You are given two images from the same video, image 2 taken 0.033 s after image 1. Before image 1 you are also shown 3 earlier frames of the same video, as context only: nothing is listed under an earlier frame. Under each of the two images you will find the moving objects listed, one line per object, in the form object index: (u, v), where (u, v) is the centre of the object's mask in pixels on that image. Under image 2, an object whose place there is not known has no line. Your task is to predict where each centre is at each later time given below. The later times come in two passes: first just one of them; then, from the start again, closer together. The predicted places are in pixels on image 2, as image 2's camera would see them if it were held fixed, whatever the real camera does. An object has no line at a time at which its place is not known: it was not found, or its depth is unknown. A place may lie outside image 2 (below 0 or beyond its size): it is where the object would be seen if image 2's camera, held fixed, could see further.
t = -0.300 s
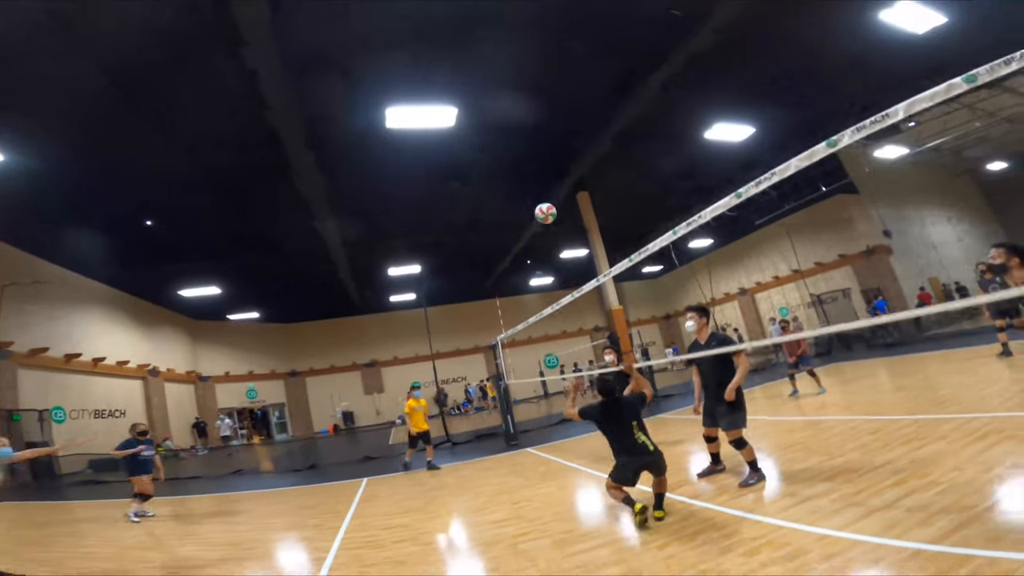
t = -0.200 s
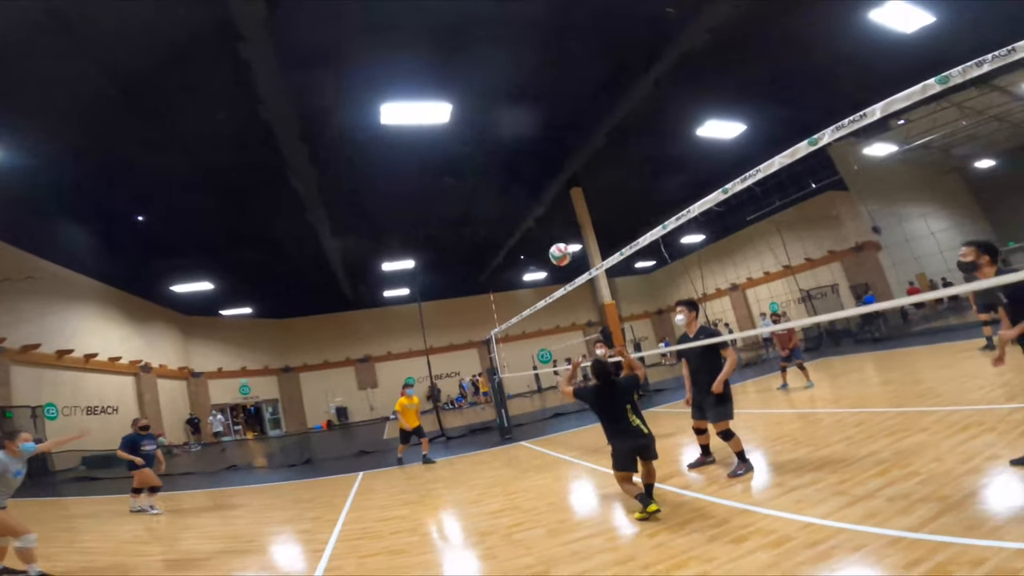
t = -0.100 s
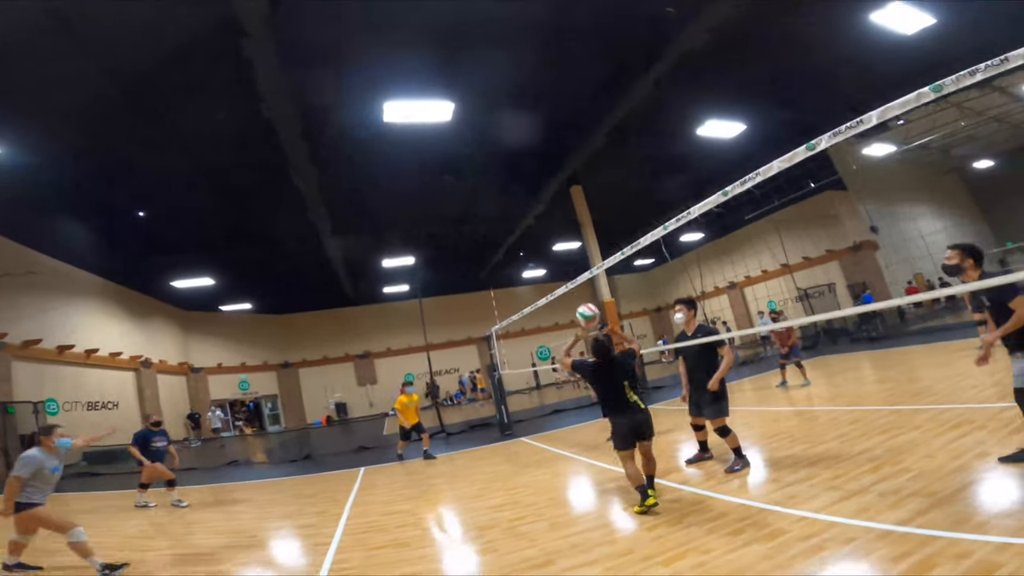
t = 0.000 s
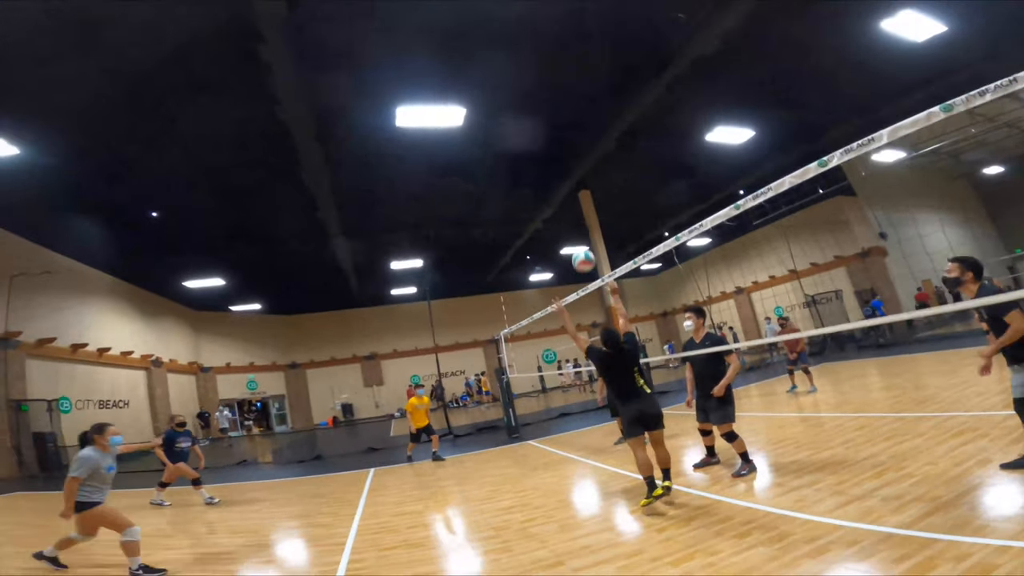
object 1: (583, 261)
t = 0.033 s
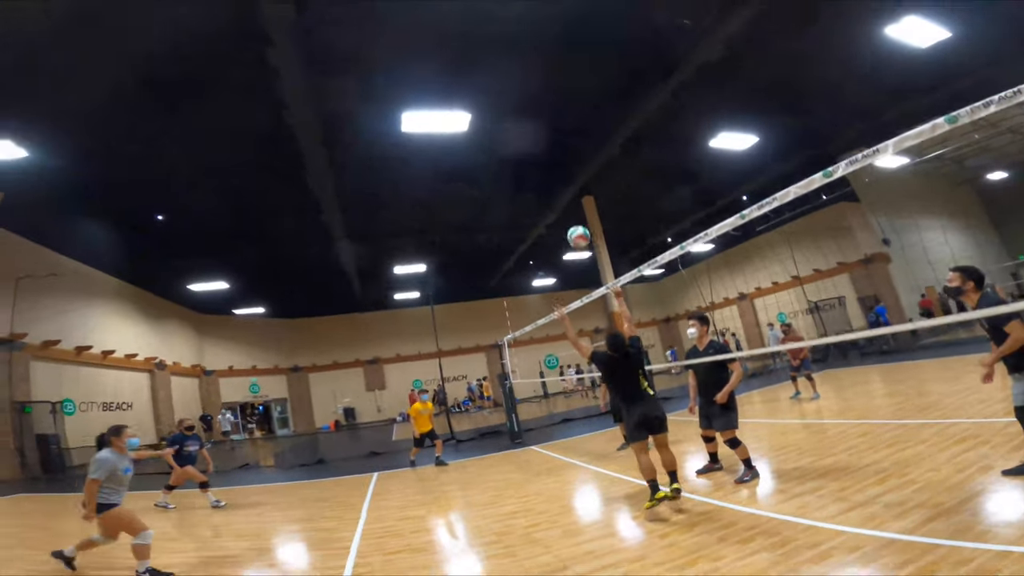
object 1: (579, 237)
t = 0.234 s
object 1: (546, 119)
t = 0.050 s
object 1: (575, 224)
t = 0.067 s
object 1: (571, 212)
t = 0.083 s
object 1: (568, 201)
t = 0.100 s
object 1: (566, 190)
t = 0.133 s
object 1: (561, 170)
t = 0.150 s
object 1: (558, 160)
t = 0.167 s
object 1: (555, 151)
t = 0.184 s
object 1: (554, 142)
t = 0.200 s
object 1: (551, 134)
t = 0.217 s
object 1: (549, 127)
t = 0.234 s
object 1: (546, 119)
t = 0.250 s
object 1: (544, 112)
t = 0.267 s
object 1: (542, 105)
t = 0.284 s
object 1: (540, 98)
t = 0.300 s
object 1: (538, 93)
